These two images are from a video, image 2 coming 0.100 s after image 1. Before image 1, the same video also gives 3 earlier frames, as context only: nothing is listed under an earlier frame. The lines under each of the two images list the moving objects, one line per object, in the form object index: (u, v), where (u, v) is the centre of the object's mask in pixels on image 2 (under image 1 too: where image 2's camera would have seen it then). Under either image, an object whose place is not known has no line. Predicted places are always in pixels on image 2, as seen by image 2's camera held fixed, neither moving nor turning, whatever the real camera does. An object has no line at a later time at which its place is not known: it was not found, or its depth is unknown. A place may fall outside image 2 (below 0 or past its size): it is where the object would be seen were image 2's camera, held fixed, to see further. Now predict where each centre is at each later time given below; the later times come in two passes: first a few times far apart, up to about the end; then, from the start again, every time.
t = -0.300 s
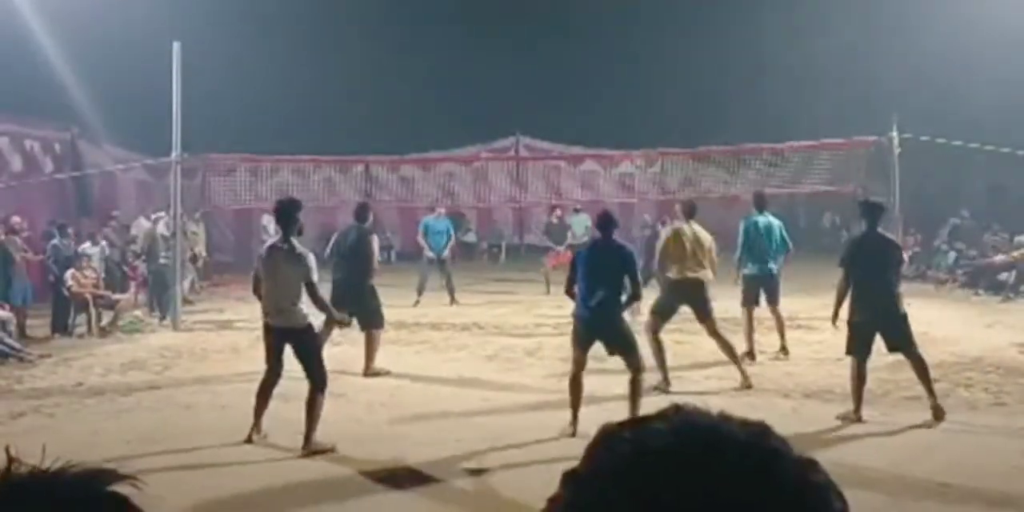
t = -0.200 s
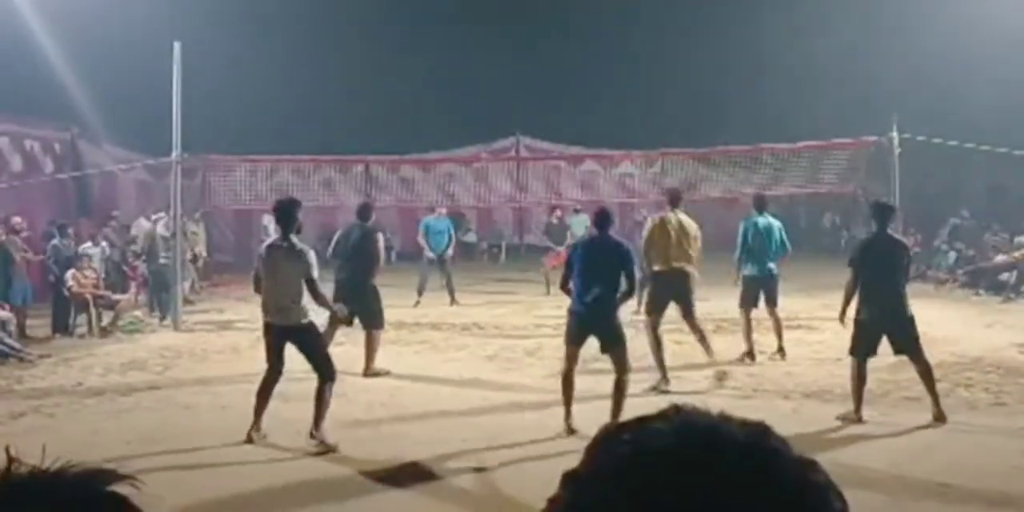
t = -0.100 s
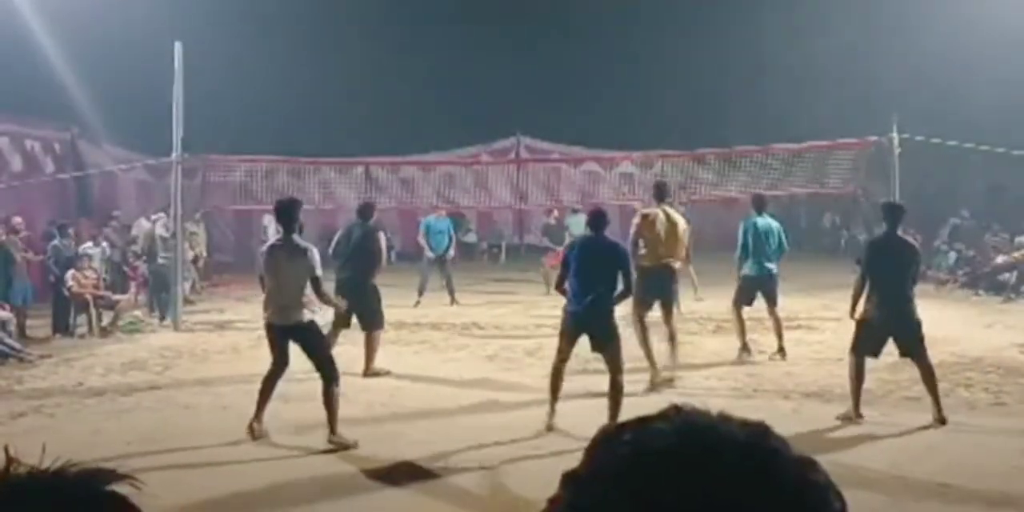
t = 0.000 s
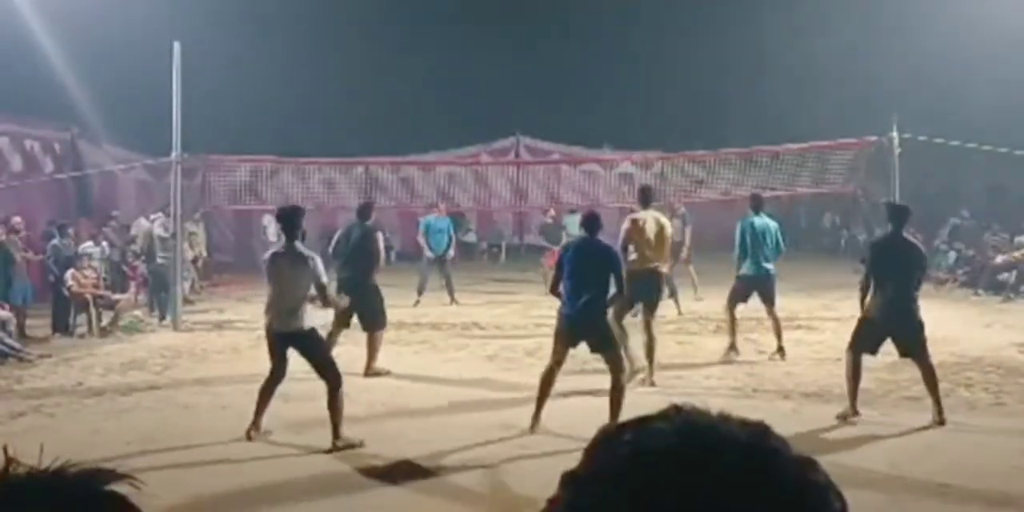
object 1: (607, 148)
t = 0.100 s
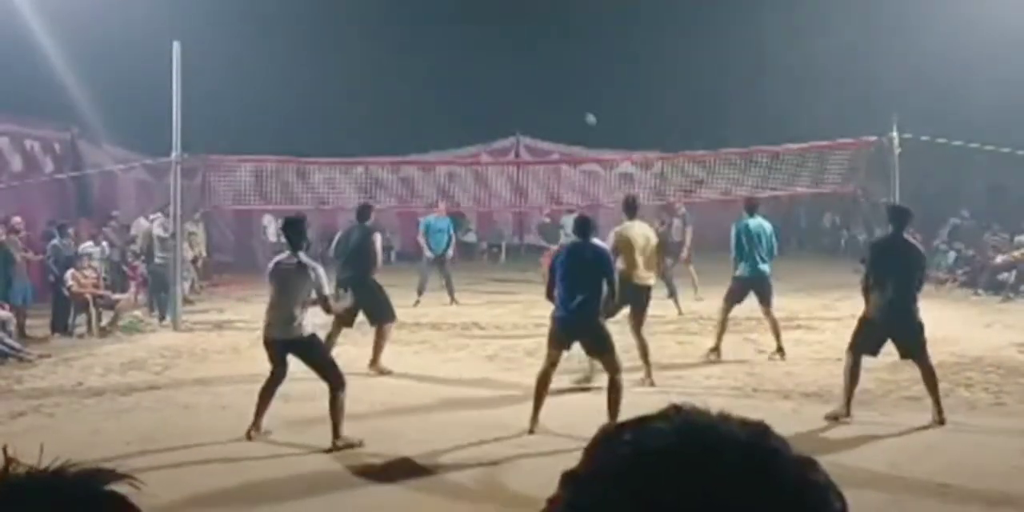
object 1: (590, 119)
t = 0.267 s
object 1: (565, 77)
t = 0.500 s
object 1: (526, 35)
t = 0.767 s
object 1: (474, 21)
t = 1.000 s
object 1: (416, 52)
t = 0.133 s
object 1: (586, 111)
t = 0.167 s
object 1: (581, 101)
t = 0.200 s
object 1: (575, 92)
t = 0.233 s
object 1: (570, 84)
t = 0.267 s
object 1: (565, 77)
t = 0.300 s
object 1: (560, 69)
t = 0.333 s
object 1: (554, 62)
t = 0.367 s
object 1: (549, 55)
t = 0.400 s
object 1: (543, 49)
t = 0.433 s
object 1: (537, 44)
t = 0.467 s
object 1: (532, 39)
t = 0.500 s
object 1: (526, 35)
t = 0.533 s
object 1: (520, 30)
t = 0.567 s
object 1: (513, 27)
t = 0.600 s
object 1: (507, 24)
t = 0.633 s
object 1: (501, 22)
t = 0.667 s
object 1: (494, 21)
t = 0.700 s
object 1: (487, 20)
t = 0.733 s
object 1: (480, 21)
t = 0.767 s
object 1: (474, 21)
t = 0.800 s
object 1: (466, 22)
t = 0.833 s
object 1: (458, 25)
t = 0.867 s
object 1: (451, 28)
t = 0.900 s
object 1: (443, 33)
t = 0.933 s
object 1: (434, 38)
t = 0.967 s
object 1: (426, 44)
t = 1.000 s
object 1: (416, 52)
